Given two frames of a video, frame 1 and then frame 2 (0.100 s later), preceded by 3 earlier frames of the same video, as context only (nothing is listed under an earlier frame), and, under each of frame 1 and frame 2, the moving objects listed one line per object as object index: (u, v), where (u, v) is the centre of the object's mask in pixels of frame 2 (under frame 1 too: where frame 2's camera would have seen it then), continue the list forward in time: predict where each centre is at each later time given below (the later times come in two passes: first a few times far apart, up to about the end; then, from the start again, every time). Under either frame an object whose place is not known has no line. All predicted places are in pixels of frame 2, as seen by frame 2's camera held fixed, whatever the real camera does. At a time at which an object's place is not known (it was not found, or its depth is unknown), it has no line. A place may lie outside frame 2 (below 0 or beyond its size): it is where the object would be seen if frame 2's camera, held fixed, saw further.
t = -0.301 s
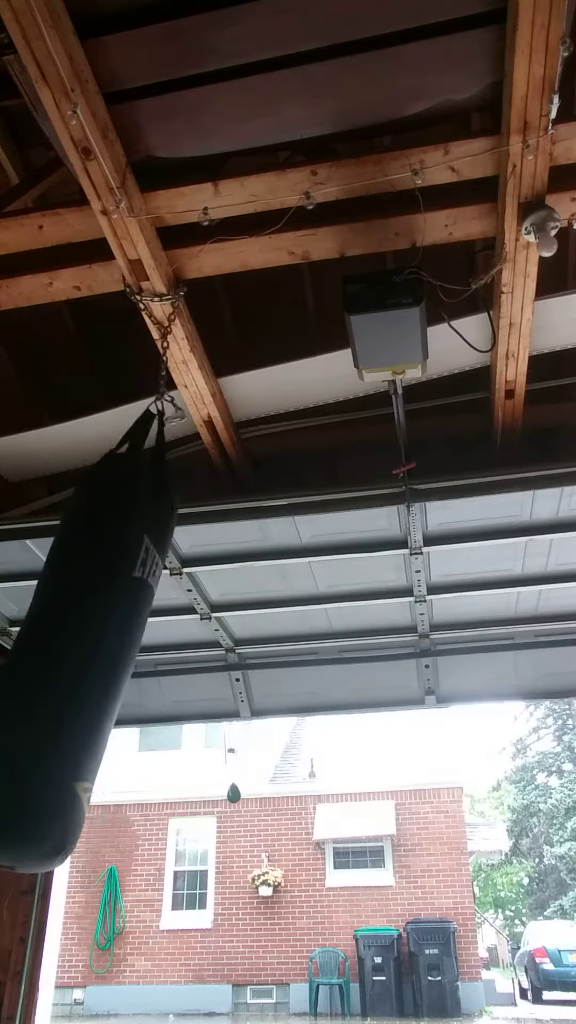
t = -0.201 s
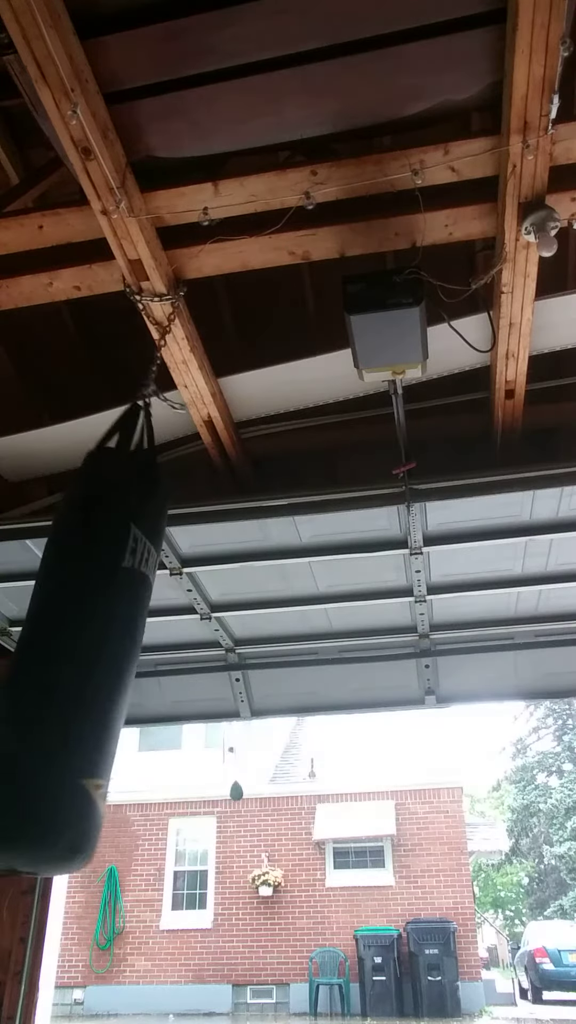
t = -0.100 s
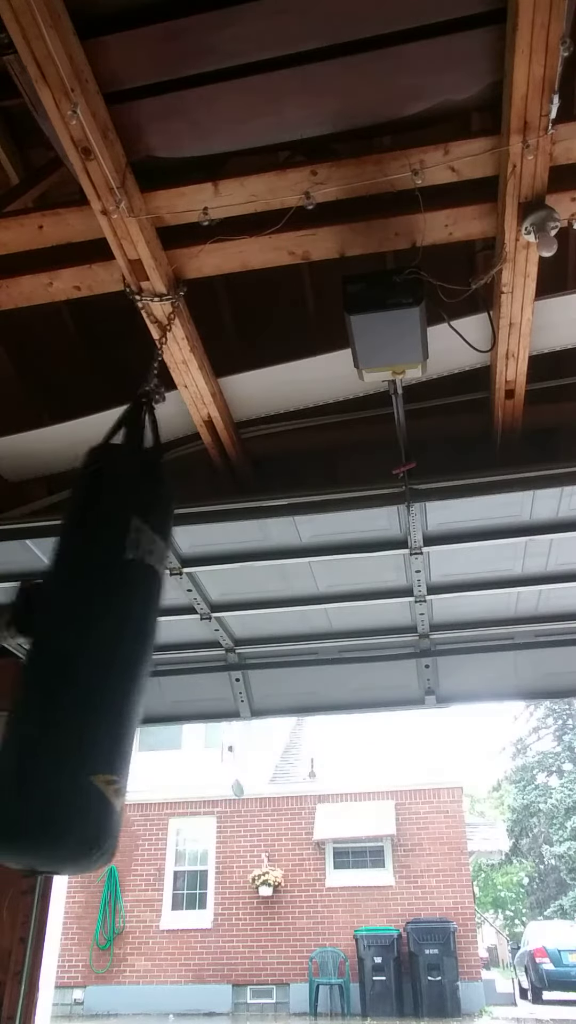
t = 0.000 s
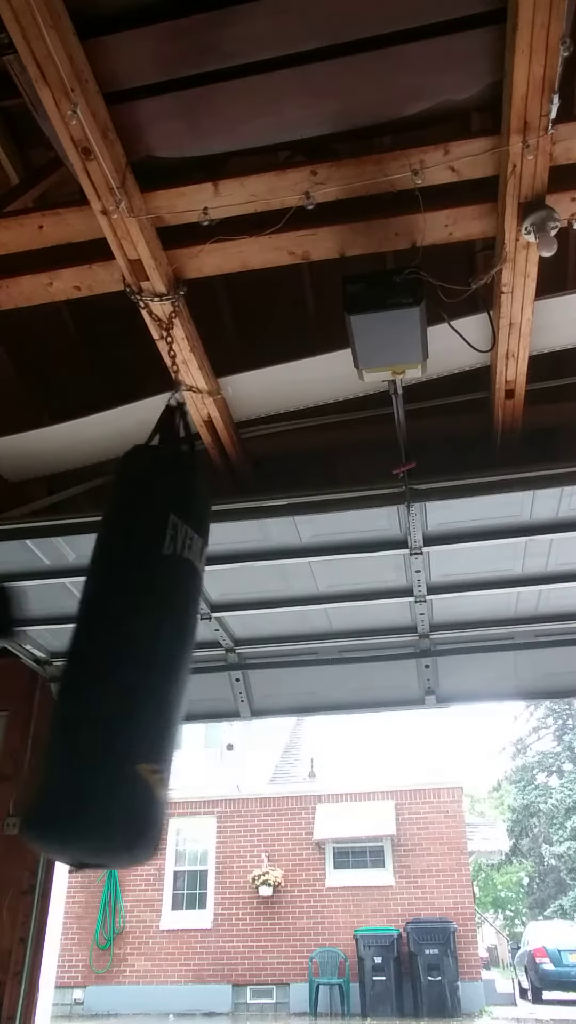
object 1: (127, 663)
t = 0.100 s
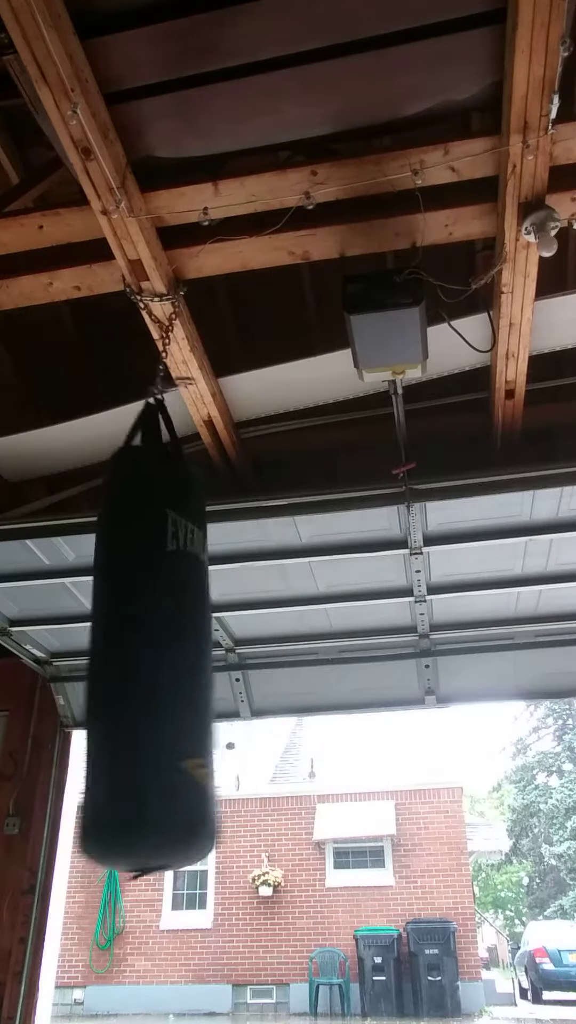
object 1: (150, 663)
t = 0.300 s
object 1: (204, 662)
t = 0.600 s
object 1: (230, 663)
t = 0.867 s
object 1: (201, 667)
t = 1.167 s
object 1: (133, 677)
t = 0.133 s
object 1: (158, 659)
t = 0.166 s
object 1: (167, 657)
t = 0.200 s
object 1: (177, 658)
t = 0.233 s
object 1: (188, 661)
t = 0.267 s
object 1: (197, 664)
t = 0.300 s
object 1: (204, 662)
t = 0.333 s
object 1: (209, 661)
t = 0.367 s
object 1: (214, 662)
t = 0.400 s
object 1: (217, 661)
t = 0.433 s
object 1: (220, 658)
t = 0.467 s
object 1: (223, 656)
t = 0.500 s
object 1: (226, 656)
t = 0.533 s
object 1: (228, 658)
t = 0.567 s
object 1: (230, 661)
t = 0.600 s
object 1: (230, 663)
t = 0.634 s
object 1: (228, 665)
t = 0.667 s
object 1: (225, 664)
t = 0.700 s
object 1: (221, 664)
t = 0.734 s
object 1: (218, 663)
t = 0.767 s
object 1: (214, 663)
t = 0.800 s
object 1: (210, 664)
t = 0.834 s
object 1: (206, 665)
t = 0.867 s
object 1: (201, 667)
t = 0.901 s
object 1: (194, 671)
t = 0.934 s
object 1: (187, 674)
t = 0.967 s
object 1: (179, 675)
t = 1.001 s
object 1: (171, 676)
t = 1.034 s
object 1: (163, 675)
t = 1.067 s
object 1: (156, 675)
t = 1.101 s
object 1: (149, 675)
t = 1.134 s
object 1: (141, 674)
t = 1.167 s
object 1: (133, 677)
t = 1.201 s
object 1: (125, 677)
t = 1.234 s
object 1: (115, 679)
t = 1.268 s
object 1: (106, 679)
